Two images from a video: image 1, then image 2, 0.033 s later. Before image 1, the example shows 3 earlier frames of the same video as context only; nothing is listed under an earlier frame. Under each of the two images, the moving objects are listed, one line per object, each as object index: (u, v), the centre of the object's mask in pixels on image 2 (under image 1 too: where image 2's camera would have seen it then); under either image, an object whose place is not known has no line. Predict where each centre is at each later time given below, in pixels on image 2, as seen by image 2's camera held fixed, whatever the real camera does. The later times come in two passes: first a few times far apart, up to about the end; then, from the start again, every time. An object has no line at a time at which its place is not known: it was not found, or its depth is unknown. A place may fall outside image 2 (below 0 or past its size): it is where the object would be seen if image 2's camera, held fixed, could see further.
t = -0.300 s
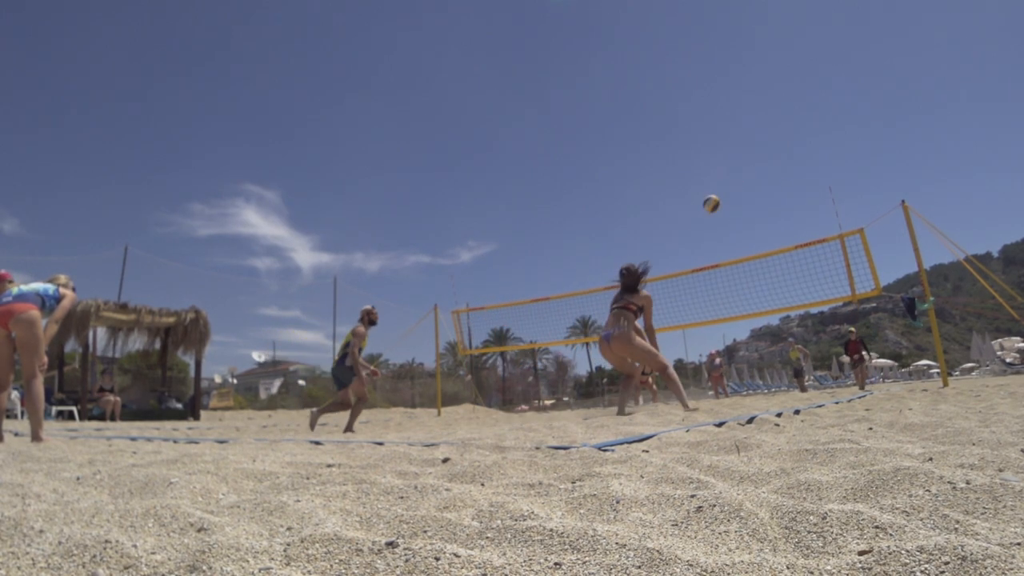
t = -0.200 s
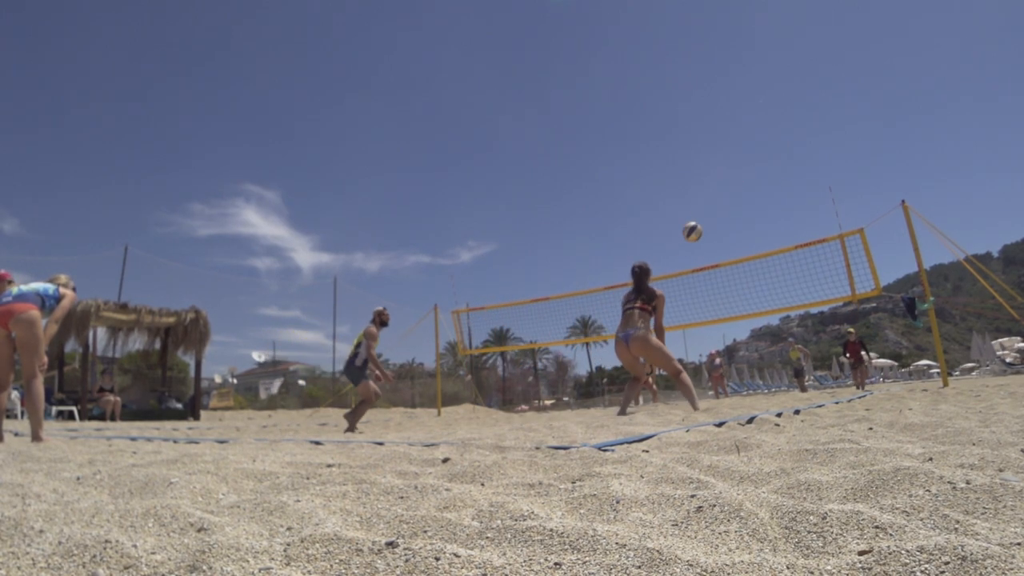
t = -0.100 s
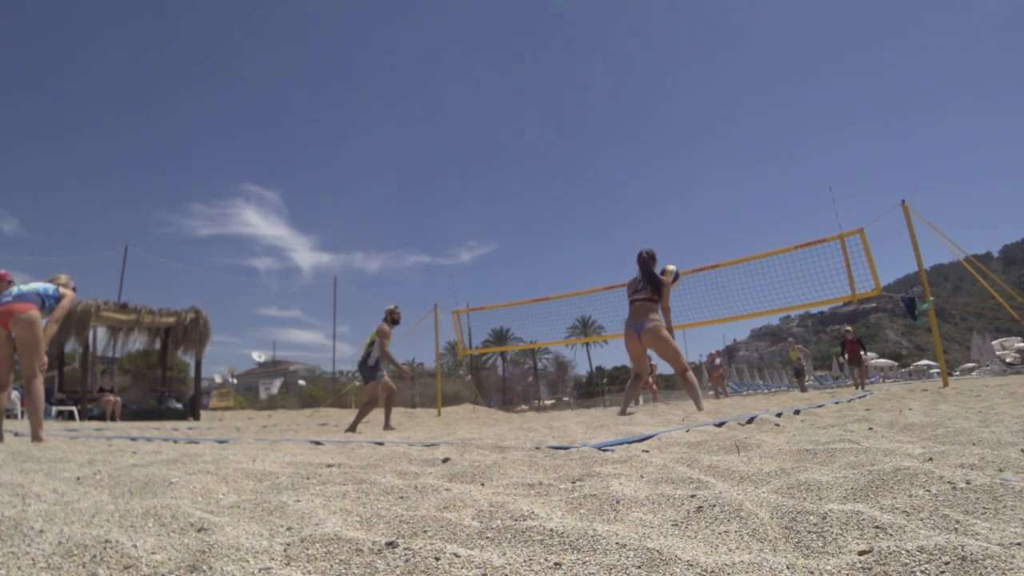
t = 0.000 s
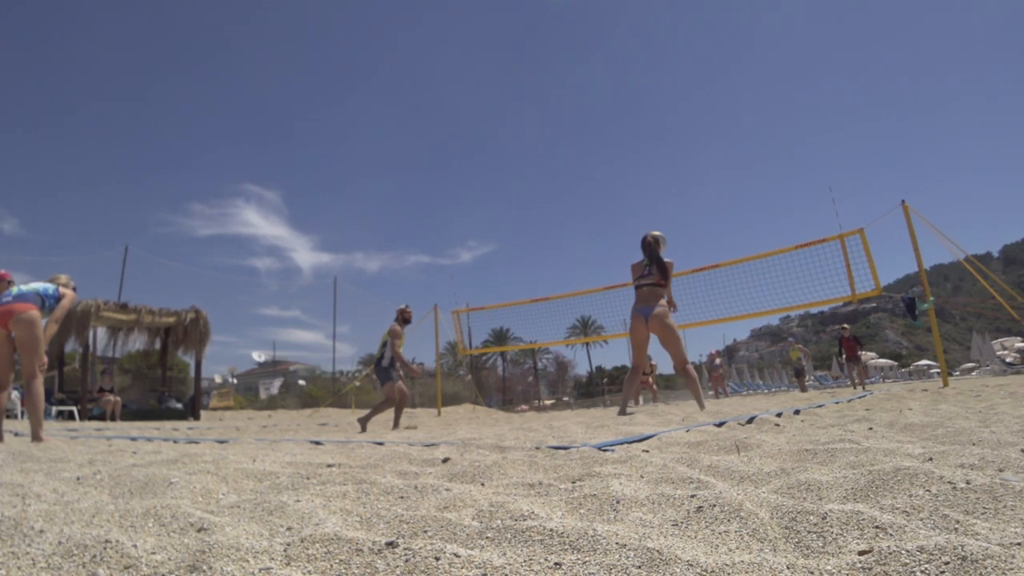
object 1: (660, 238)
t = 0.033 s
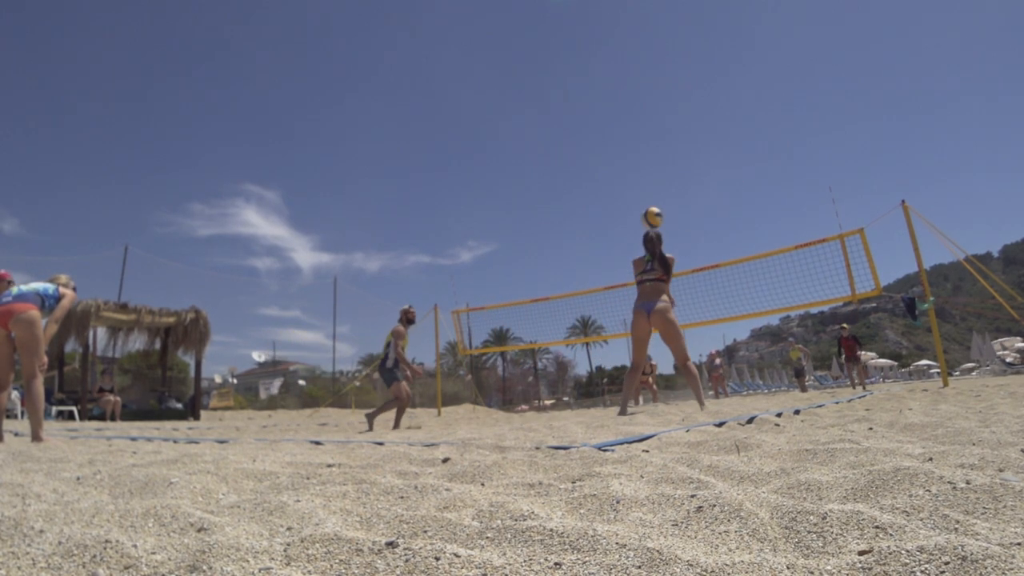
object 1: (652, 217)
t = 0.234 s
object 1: (641, 108)
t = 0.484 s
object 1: (635, 41)
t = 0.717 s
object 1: (639, 23)
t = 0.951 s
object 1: (650, 41)
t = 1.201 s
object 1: (666, 96)
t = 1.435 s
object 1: (687, 183)
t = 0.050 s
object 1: (651, 206)
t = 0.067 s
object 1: (650, 195)
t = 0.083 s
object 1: (648, 184)
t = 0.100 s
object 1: (647, 174)
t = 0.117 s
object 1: (646, 165)
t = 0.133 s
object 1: (645, 156)
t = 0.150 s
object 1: (644, 146)
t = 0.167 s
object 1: (643, 138)
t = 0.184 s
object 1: (643, 130)
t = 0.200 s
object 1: (642, 122)
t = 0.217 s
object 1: (642, 115)
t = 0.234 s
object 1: (641, 108)
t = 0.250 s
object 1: (640, 102)
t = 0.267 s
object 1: (639, 96)
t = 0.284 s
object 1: (639, 90)
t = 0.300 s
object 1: (638, 84)
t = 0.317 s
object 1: (638, 79)
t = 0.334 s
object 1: (637, 73)
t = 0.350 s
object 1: (637, 69)
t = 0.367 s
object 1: (637, 64)
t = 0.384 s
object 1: (636, 60)
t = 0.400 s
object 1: (636, 57)
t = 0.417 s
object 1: (636, 53)
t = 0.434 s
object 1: (636, 49)
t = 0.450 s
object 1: (635, 46)
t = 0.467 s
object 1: (635, 43)
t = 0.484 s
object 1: (635, 41)
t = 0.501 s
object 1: (636, 38)
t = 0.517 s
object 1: (636, 35)
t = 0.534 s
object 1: (636, 33)
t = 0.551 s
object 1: (636, 31)
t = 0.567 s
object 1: (636, 30)
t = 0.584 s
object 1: (636, 29)
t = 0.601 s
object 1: (636, 27)
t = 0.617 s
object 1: (637, 26)
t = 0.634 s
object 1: (638, 25)
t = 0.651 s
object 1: (638, 24)
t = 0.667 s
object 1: (638, 24)
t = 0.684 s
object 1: (638, 23)
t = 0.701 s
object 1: (639, 23)
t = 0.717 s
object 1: (639, 23)
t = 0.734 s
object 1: (639, 24)
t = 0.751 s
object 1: (640, 24)
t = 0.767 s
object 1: (640, 24)
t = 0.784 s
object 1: (641, 25)
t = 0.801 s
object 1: (642, 25)
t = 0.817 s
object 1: (643, 27)
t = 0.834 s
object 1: (643, 28)
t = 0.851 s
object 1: (644, 29)
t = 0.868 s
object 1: (645, 31)
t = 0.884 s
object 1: (646, 32)
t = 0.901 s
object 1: (646, 34)
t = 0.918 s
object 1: (648, 36)
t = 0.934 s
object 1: (649, 38)
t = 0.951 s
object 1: (650, 41)
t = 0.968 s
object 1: (650, 43)
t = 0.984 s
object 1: (651, 46)
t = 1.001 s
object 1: (652, 49)
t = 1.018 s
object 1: (653, 52)
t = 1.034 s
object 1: (654, 55)
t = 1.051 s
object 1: (655, 58)
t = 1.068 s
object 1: (656, 62)
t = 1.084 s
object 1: (657, 65)
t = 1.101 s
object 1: (659, 69)
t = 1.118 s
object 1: (660, 73)
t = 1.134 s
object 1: (661, 78)
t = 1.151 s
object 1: (662, 82)
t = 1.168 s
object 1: (663, 87)
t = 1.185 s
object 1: (664, 91)
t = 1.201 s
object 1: (666, 96)
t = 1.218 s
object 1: (667, 101)
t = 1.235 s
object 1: (669, 106)
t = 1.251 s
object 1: (670, 112)
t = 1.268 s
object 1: (672, 117)
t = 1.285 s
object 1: (673, 123)
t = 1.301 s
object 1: (674, 129)
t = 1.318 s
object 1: (676, 135)
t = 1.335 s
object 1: (677, 142)
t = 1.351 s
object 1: (679, 147)
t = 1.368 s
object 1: (681, 154)
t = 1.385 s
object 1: (683, 161)
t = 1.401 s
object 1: (684, 168)
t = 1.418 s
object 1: (686, 175)
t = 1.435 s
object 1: (687, 183)
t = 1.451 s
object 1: (689, 191)
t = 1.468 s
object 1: (691, 199)
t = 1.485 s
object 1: (692, 207)
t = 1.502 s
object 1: (695, 215)
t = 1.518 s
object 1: (697, 223)
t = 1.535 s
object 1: (699, 232)
